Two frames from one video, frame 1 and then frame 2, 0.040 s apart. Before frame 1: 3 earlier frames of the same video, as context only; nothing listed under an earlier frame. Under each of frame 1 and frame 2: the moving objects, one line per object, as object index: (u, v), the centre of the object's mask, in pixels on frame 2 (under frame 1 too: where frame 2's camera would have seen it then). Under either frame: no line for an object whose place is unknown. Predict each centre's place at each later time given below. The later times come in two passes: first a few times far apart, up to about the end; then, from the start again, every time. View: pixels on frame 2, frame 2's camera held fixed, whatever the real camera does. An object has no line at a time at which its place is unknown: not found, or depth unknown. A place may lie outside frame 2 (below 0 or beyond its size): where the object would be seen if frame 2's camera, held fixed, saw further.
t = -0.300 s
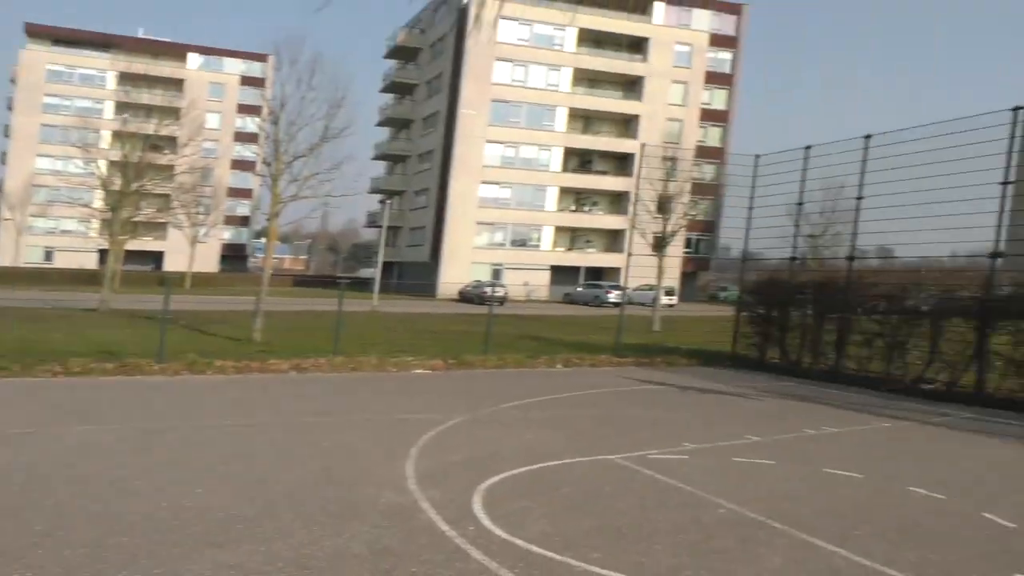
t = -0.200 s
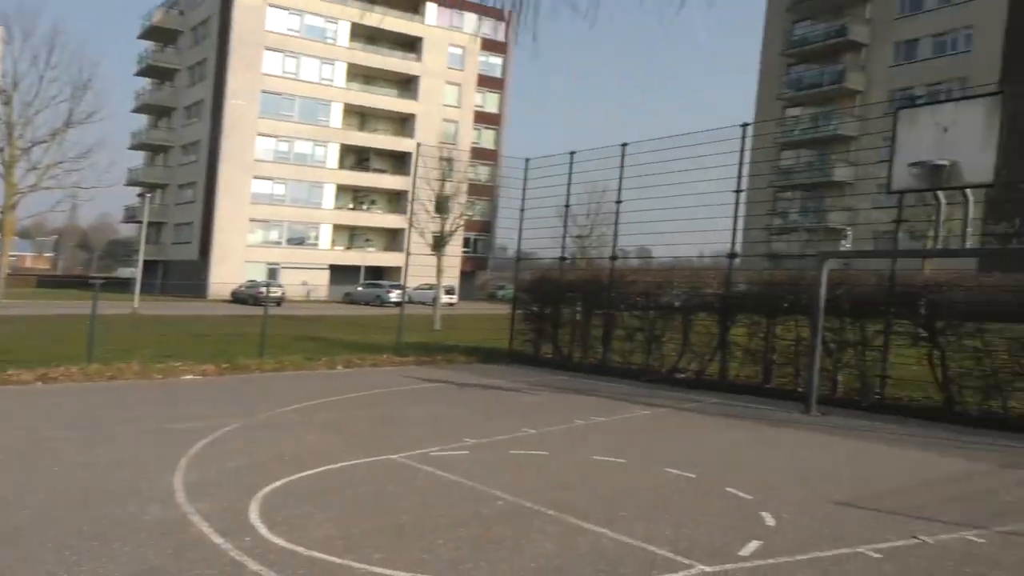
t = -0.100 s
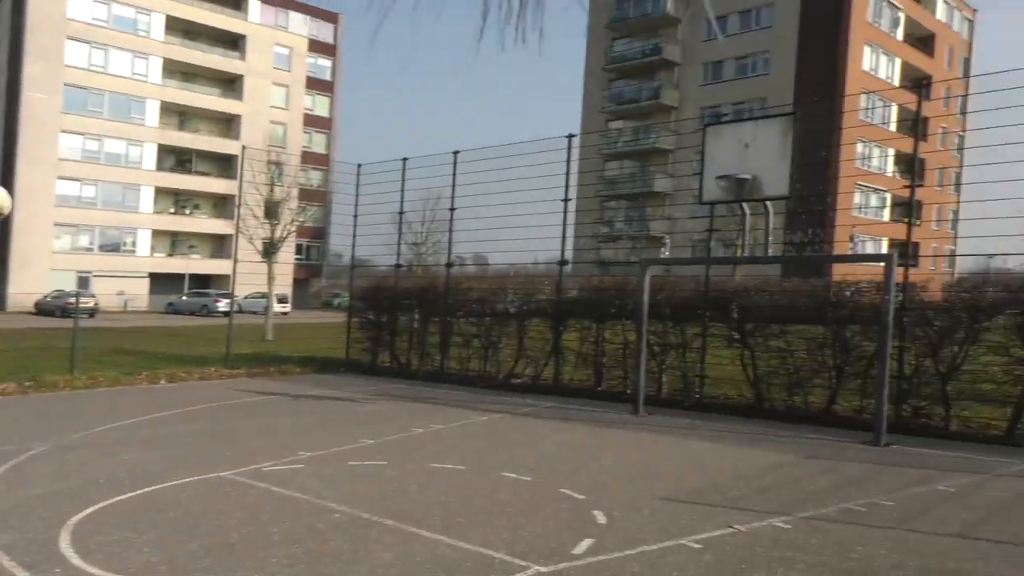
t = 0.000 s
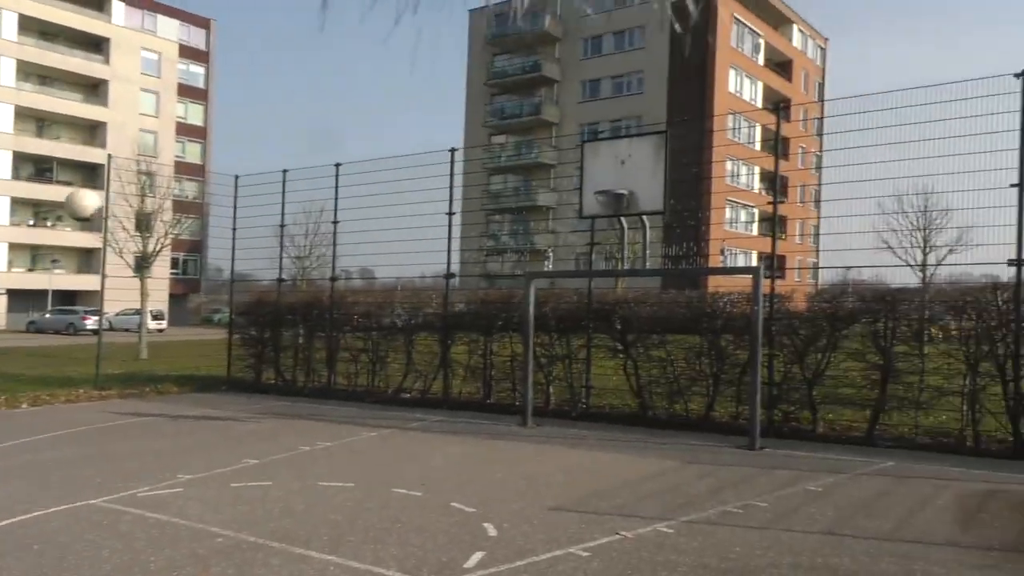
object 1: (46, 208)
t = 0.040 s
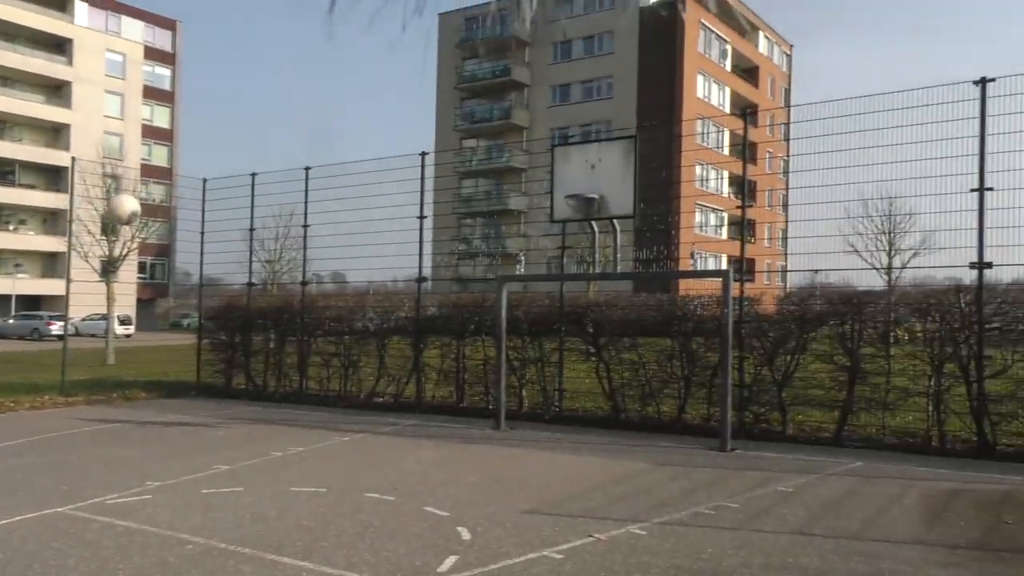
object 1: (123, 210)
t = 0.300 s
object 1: (416, 244)
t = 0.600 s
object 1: (459, 323)
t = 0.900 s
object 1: (290, 408)
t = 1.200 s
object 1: (144, 300)
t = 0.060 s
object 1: (157, 210)
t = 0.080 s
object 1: (188, 212)
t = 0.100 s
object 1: (216, 214)
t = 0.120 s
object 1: (242, 216)
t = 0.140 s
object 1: (267, 218)
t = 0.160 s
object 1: (290, 220)
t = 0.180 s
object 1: (311, 224)
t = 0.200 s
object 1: (331, 226)
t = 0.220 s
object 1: (349, 230)
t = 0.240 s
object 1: (367, 233)
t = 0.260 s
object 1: (384, 237)
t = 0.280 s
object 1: (400, 240)
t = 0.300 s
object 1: (416, 244)
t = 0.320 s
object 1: (432, 247)
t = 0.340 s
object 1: (444, 250)
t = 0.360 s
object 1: (458, 254)
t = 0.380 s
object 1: (470, 258)
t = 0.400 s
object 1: (483, 262)
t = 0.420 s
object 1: (494, 267)
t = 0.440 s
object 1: (504, 271)
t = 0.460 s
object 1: (516, 276)
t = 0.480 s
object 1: (521, 279)
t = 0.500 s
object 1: (511, 285)
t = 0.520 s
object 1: (501, 291)
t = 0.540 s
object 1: (490, 299)
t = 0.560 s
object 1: (480, 307)
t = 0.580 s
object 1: (470, 315)
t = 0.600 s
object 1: (459, 323)
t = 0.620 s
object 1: (448, 331)
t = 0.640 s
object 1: (437, 340)
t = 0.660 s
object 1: (425, 351)
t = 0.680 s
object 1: (413, 361)
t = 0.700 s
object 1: (401, 373)
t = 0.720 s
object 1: (388, 385)
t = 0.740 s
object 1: (376, 398)
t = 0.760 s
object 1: (362, 410)
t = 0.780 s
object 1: (349, 425)
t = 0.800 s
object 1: (335, 440)
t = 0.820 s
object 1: (323, 449)
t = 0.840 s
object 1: (315, 439)
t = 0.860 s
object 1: (307, 428)
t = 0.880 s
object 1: (299, 418)
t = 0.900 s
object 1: (290, 408)
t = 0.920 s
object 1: (282, 399)
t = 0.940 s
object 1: (273, 391)
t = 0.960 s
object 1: (264, 383)
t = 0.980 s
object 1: (255, 374)
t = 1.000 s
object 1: (246, 365)
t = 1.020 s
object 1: (236, 357)
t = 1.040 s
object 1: (226, 350)
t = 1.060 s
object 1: (216, 343)
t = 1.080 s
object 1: (207, 335)
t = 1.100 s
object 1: (197, 328)
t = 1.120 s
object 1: (189, 321)
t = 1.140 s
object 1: (176, 315)
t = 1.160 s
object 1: (165, 309)
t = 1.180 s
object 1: (154, 305)
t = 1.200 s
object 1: (144, 300)
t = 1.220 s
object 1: (132, 295)
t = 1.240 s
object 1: (120, 290)
